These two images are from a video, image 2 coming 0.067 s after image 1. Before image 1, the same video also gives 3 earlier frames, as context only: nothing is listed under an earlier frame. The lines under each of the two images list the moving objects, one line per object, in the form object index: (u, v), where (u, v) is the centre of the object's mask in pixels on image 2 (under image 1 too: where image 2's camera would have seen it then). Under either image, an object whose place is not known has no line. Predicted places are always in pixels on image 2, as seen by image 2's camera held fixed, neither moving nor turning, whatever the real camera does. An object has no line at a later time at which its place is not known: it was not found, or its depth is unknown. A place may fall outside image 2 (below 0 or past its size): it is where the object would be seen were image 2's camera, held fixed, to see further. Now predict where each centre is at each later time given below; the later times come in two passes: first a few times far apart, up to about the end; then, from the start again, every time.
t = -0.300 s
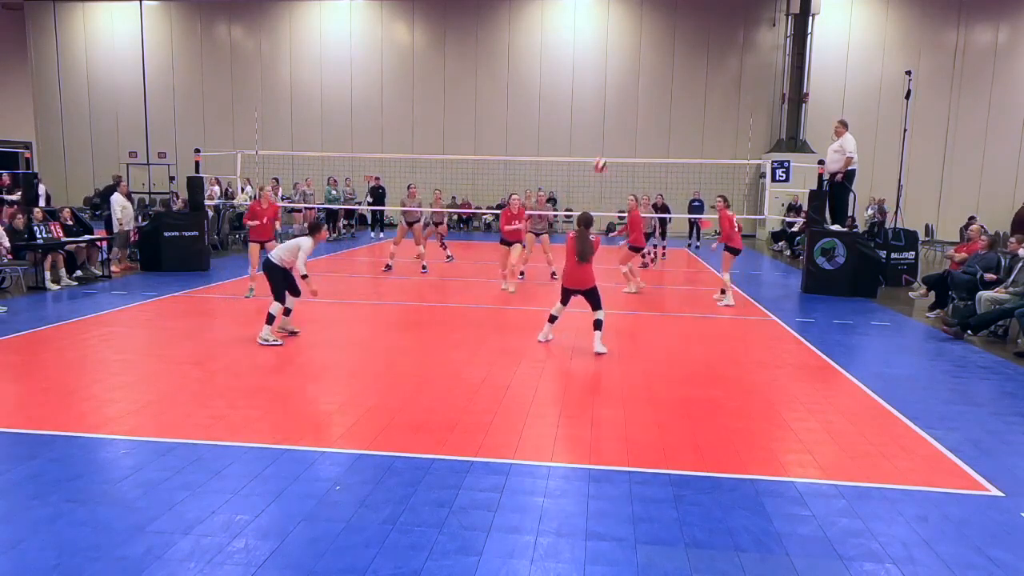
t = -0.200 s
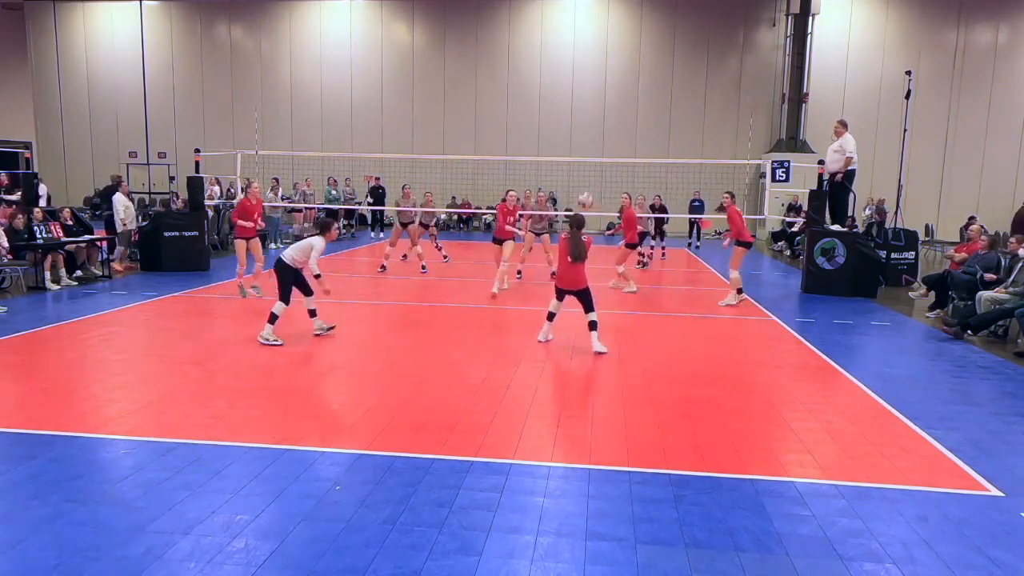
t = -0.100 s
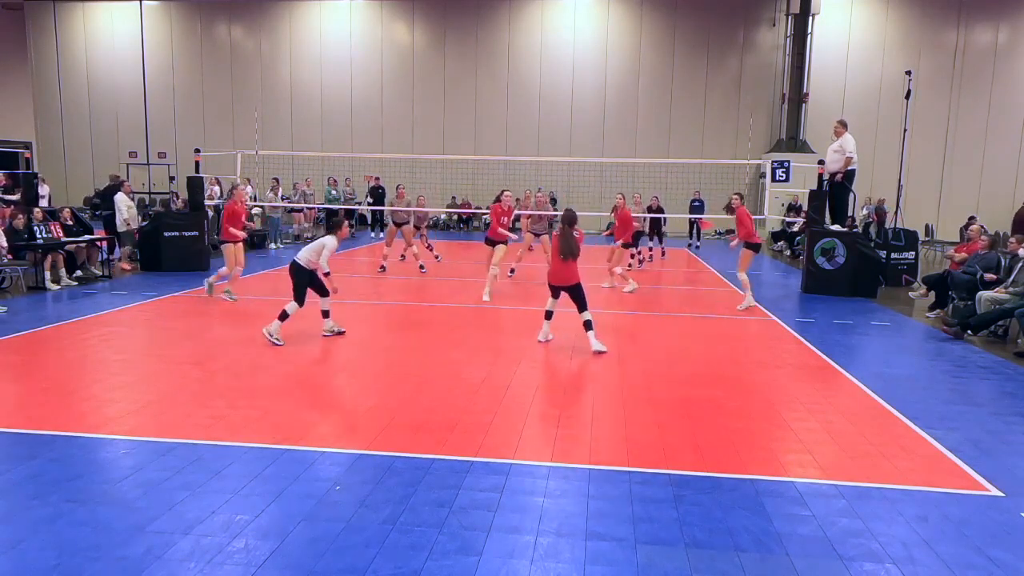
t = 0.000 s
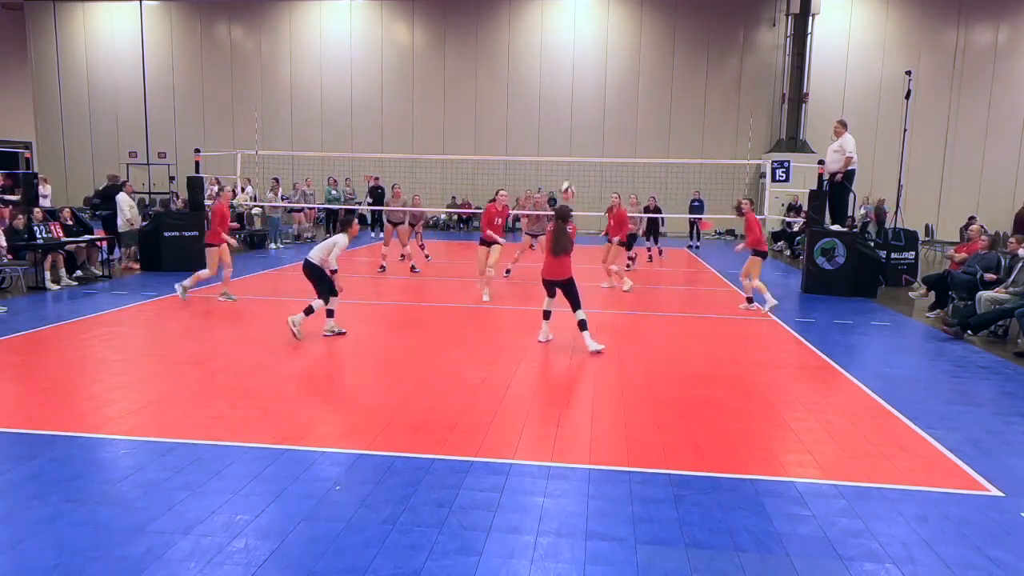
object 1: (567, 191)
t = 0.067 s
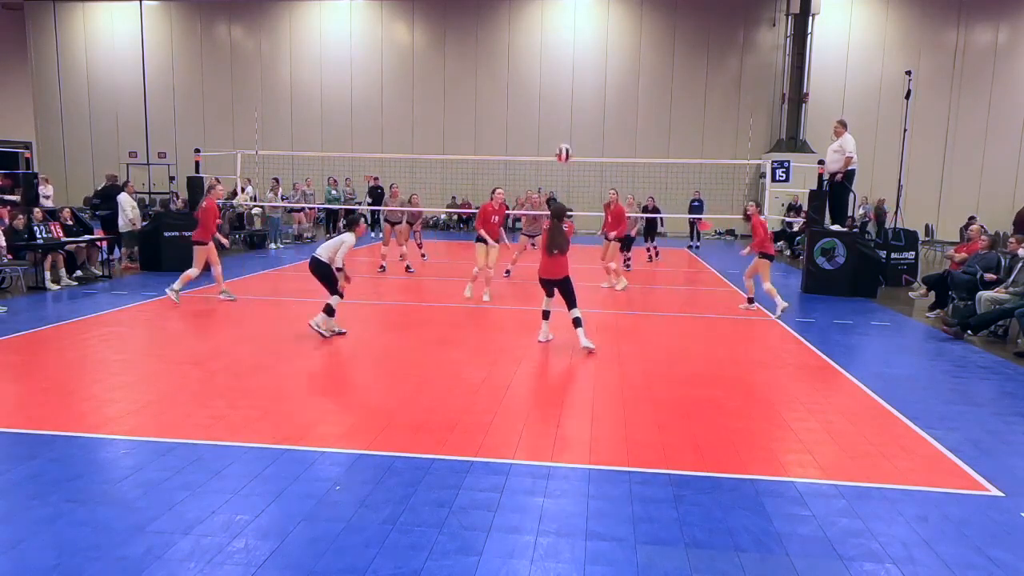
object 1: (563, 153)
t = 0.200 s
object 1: (558, 94)
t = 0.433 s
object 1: (548, 32)
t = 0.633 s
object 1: (541, 15)
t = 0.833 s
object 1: (532, 29)
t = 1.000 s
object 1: (526, 59)
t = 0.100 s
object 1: (562, 136)
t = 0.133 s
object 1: (561, 121)
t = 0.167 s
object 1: (559, 107)
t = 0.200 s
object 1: (558, 94)
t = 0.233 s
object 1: (556, 82)
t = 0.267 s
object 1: (555, 71)
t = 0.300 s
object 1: (554, 61)
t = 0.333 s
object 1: (553, 52)
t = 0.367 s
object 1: (551, 44)
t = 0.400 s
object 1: (550, 38)
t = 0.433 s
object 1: (548, 32)
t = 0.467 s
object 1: (547, 27)
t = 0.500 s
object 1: (546, 23)
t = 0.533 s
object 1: (544, 20)
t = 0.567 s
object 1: (543, 17)
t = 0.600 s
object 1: (542, 16)
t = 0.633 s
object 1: (541, 15)
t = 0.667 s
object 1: (539, 15)
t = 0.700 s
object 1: (538, 17)
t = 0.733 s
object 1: (536, 18)
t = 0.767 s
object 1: (535, 20)
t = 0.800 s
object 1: (534, 24)
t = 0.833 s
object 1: (532, 29)
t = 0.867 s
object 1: (531, 33)
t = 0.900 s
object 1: (530, 39)
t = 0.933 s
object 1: (529, 44)
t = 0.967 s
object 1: (527, 51)
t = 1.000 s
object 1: (526, 59)
